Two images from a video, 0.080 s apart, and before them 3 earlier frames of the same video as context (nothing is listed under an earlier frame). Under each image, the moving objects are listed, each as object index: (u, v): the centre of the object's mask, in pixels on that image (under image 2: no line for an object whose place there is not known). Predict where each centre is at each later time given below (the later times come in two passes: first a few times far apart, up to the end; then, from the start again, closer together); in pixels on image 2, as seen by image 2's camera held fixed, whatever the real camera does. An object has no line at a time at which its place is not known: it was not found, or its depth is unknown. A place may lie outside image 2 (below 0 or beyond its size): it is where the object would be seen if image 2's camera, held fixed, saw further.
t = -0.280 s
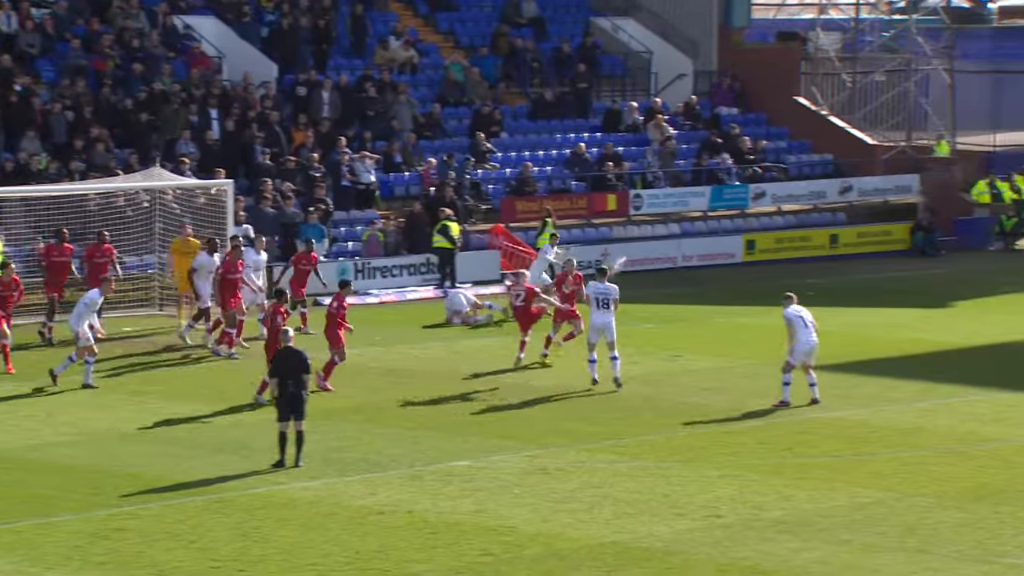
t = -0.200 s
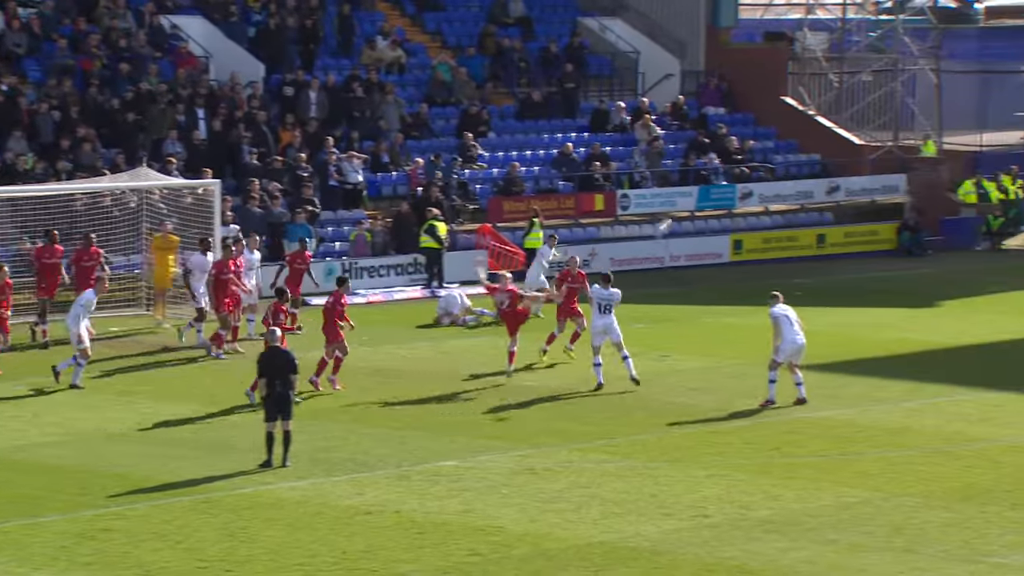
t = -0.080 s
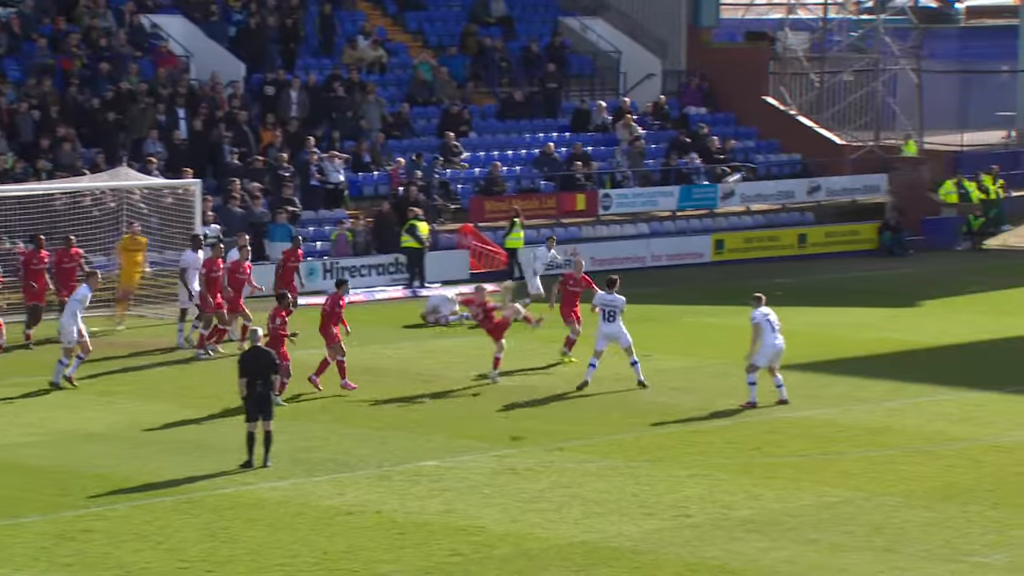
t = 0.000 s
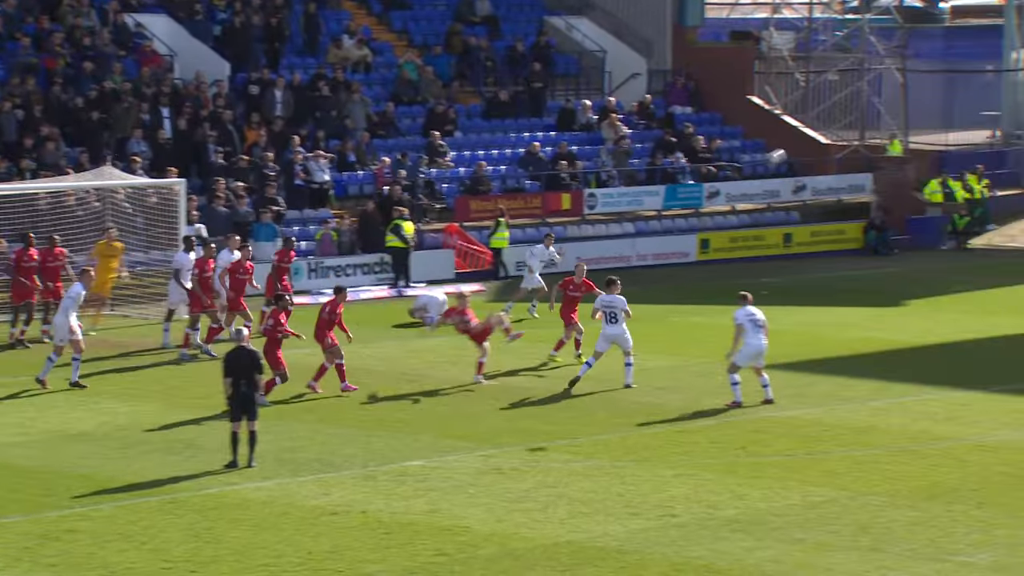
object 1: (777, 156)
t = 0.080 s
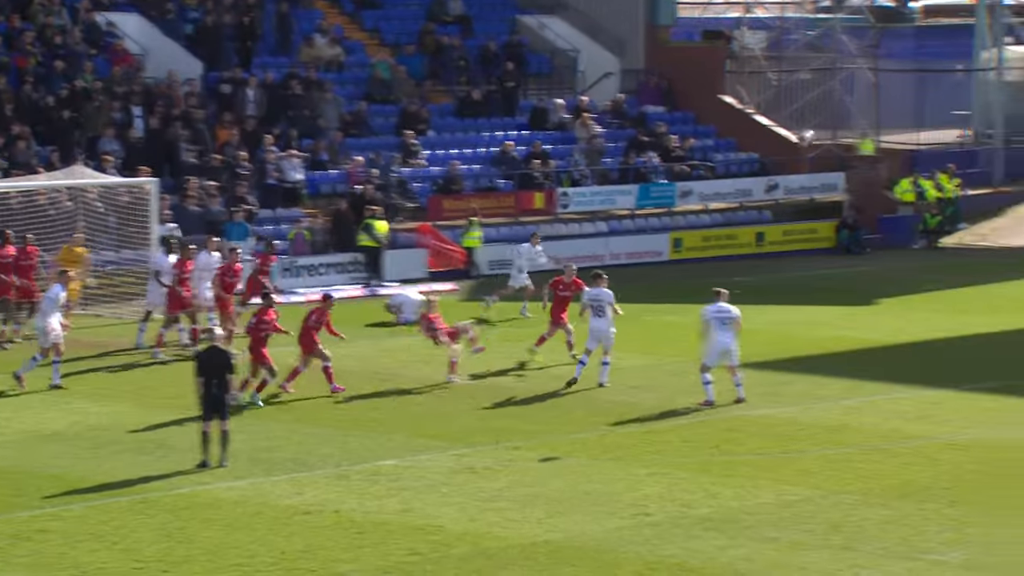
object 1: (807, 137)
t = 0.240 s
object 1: (919, 118)
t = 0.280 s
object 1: (947, 116)
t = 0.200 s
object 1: (891, 120)
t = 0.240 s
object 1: (919, 118)
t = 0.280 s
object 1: (947, 116)
